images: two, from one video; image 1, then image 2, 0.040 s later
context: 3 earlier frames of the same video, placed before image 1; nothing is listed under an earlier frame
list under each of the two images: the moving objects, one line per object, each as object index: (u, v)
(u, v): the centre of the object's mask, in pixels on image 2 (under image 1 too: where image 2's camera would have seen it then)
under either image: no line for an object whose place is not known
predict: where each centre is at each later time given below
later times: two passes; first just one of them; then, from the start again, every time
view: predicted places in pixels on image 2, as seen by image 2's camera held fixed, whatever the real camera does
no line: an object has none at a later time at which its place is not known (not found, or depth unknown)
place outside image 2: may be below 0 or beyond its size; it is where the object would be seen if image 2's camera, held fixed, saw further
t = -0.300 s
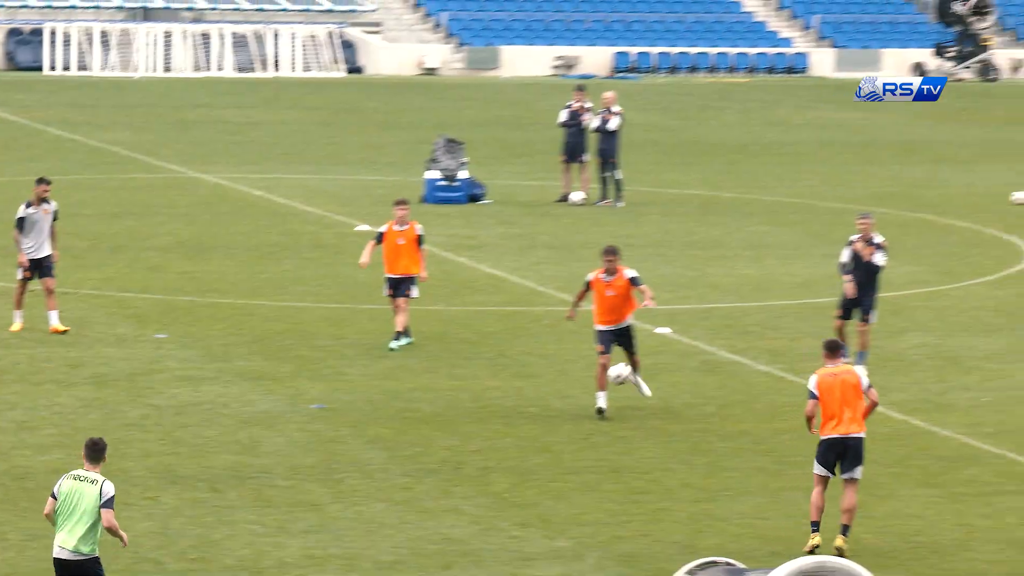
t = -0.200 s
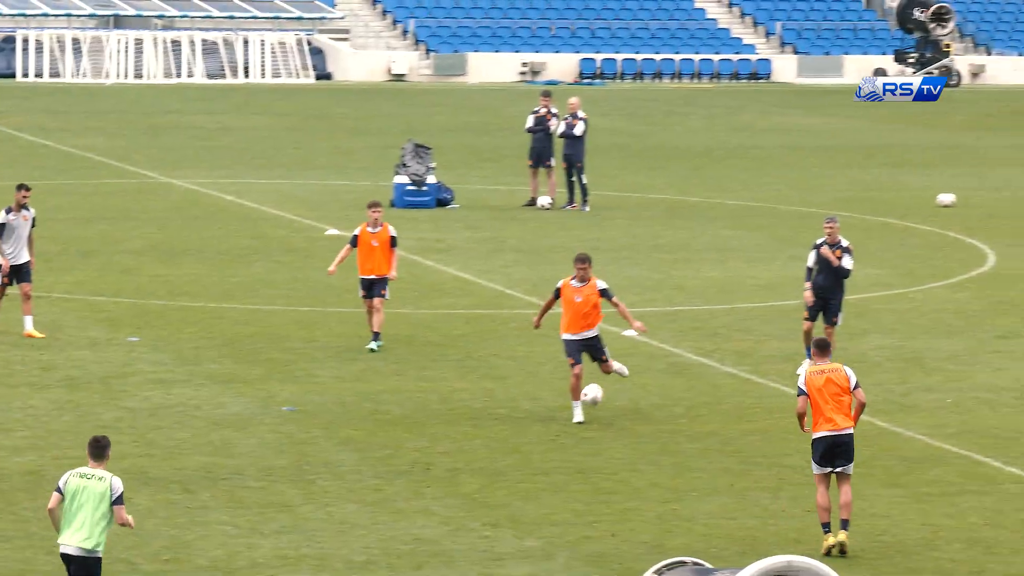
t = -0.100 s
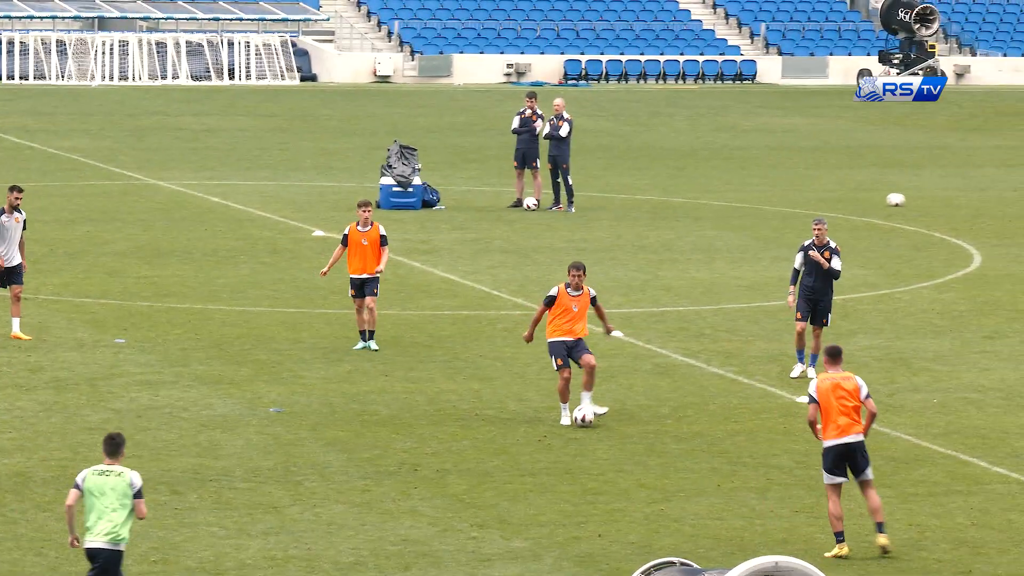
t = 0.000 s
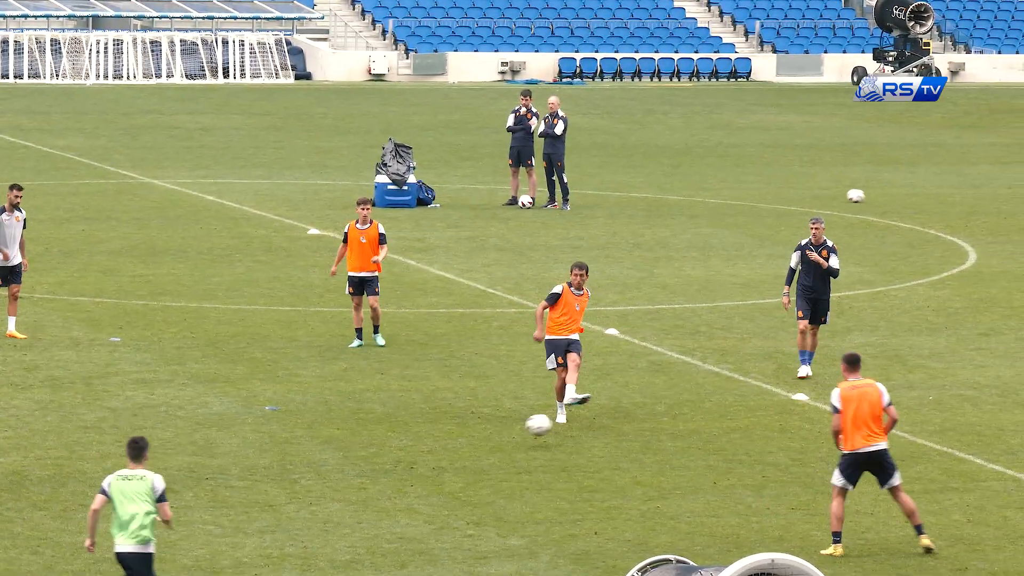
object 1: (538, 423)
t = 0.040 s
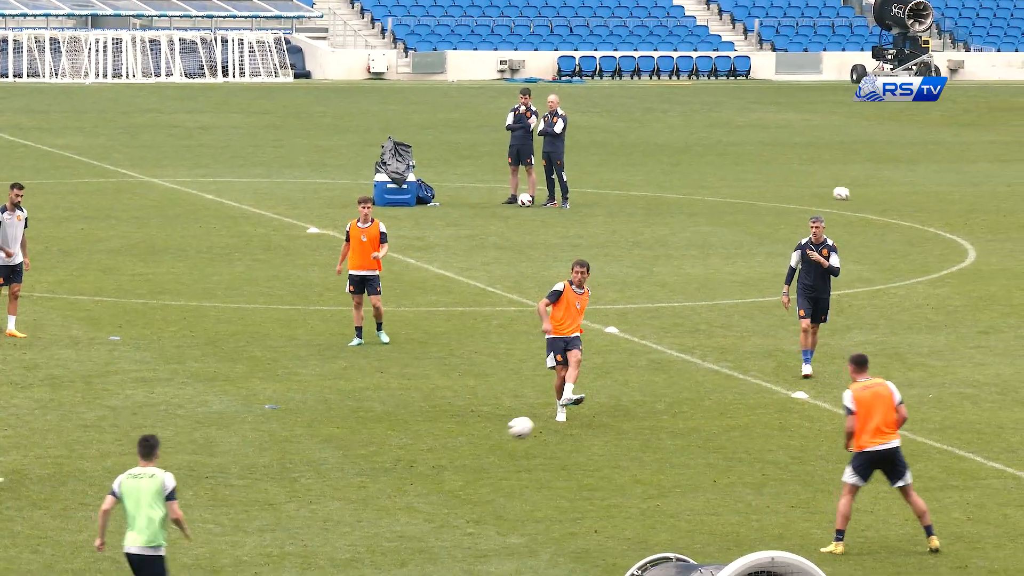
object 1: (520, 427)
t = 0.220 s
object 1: (431, 477)
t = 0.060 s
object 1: (511, 430)
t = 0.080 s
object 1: (502, 434)
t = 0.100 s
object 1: (492, 438)
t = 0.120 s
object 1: (482, 443)
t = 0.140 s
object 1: (472, 449)
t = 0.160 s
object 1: (462, 455)
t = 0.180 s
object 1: (452, 461)
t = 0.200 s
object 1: (441, 469)
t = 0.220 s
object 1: (431, 477)
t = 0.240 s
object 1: (420, 485)
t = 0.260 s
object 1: (409, 496)
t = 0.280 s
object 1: (398, 505)
